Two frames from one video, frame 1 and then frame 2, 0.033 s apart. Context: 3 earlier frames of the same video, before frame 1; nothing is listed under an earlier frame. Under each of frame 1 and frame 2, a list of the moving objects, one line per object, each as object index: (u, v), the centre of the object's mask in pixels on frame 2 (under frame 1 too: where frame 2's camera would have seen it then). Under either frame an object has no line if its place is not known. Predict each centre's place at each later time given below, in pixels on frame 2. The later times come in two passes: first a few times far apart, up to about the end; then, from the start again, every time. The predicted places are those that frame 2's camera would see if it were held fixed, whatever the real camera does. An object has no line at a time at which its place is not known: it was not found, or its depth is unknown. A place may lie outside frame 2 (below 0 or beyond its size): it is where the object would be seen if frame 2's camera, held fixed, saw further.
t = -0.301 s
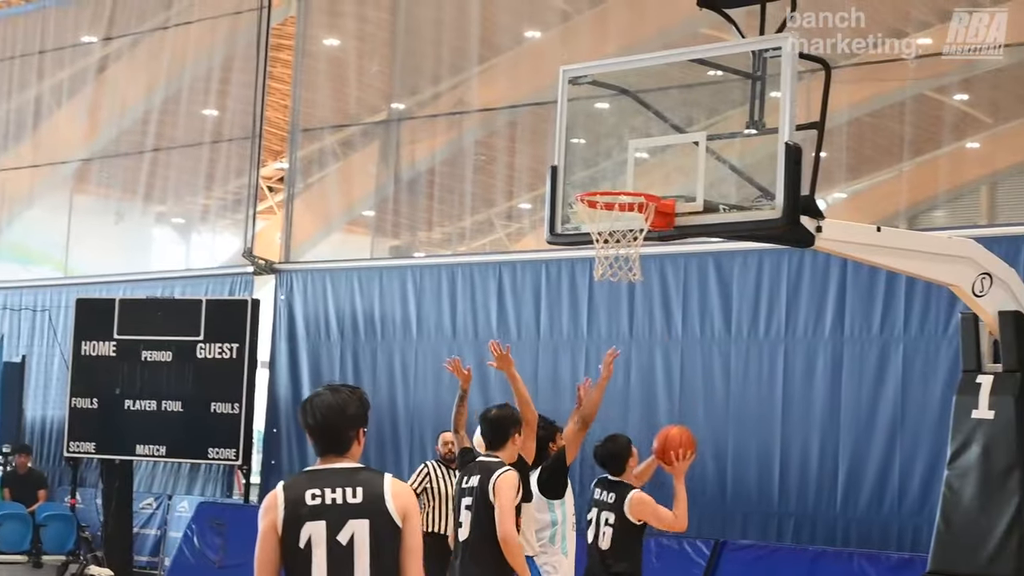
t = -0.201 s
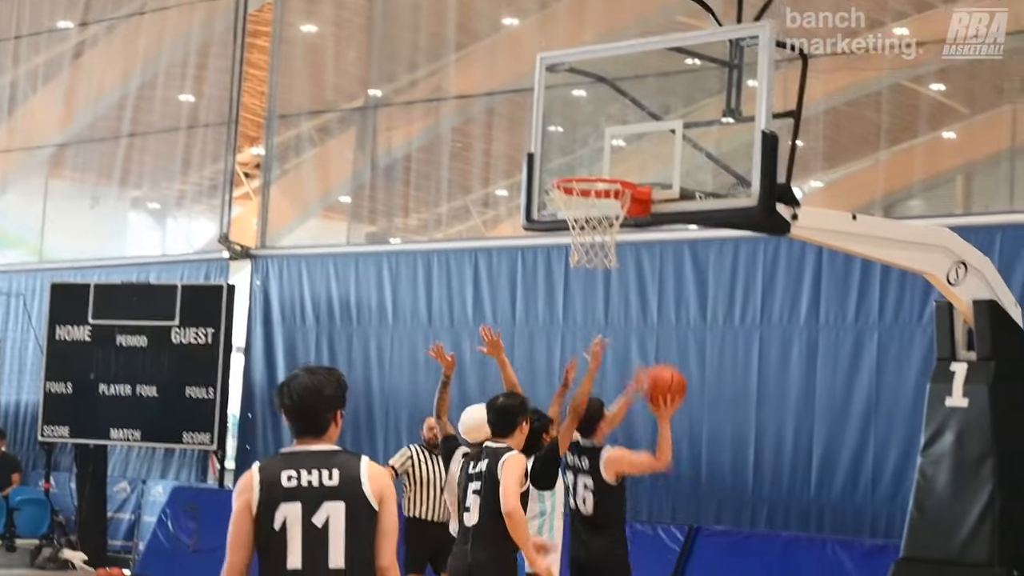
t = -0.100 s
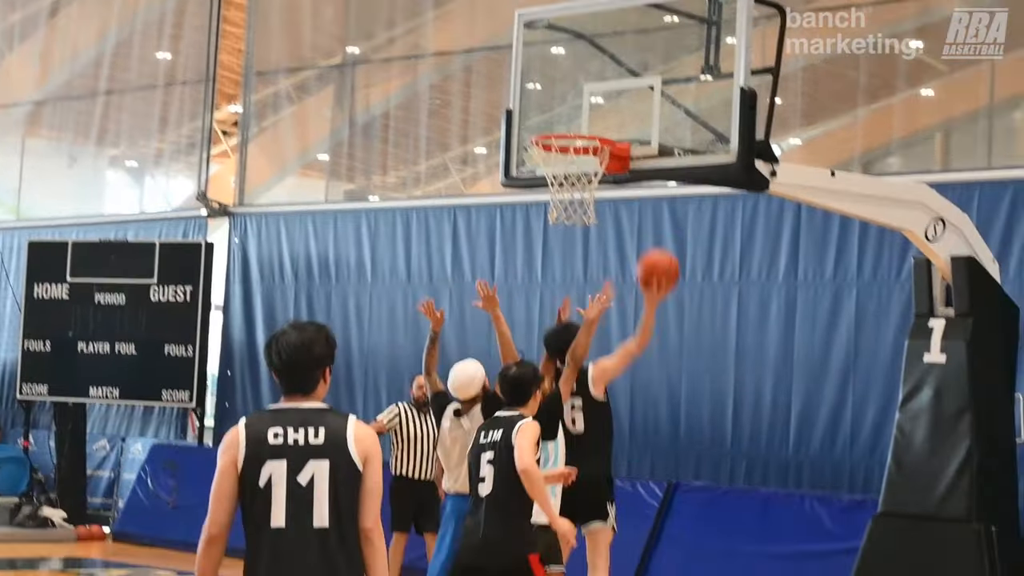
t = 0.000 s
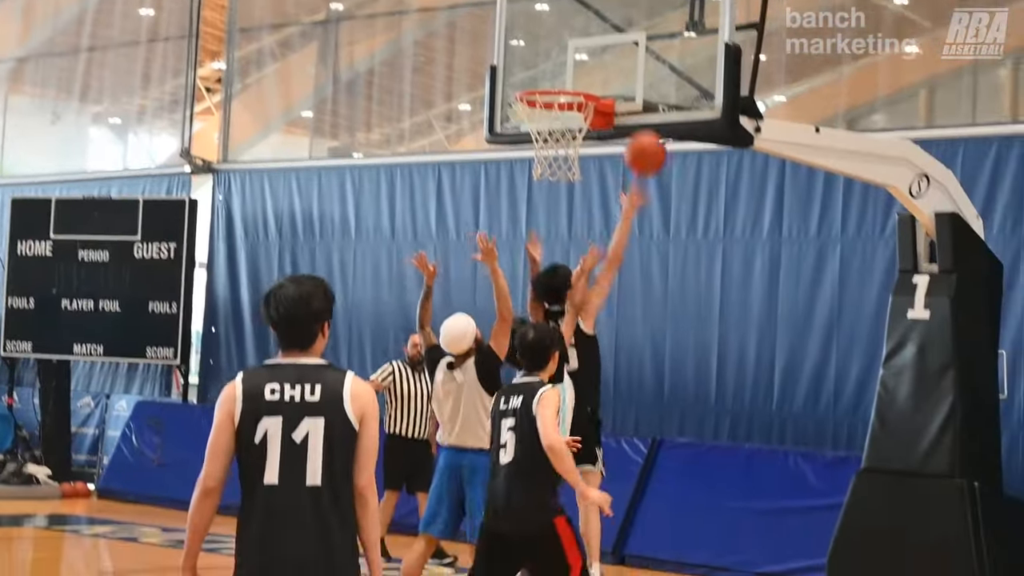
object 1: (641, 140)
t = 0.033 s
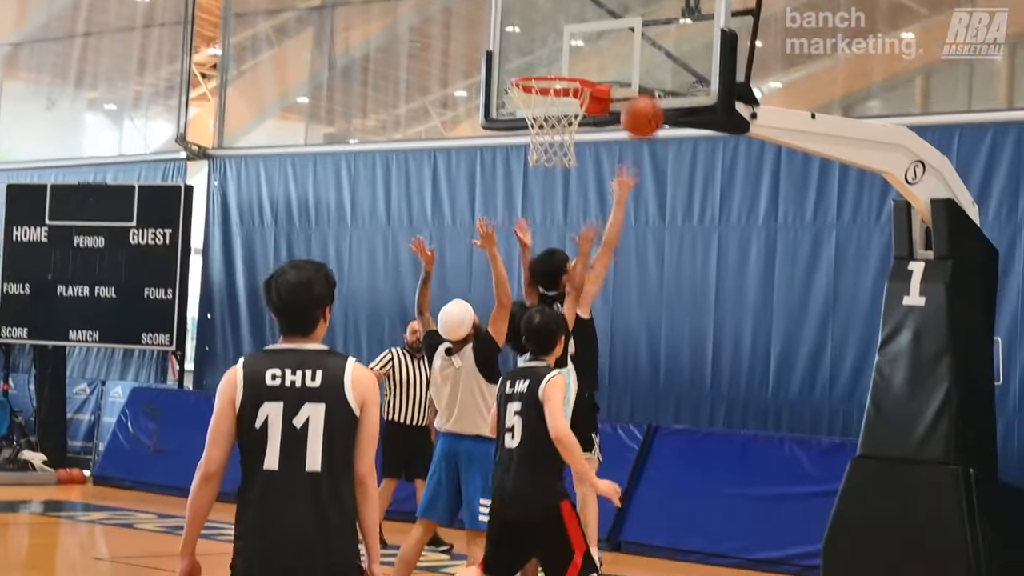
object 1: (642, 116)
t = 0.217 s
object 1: (612, 54)
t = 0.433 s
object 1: (551, 63)
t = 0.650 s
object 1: (532, 128)
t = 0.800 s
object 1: (535, 173)
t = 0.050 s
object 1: (642, 107)
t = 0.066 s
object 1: (643, 98)
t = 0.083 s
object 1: (642, 88)
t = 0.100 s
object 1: (643, 79)
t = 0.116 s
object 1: (640, 75)
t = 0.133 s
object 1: (635, 70)
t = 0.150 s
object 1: (630, 66)
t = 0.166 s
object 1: (626, 62)
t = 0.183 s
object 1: (621, 59)
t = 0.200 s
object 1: (617, 56)
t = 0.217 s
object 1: (612, 54)
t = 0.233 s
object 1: (607, 53)
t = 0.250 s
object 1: (602, 51)
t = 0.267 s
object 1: (597, 51)
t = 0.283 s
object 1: (592, 51)
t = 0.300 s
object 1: (587, 52)
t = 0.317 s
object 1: (582, 53)
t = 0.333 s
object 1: (577, 55)
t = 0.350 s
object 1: (571, 57)
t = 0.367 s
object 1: (566, 59)
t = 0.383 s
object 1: (561, 60)
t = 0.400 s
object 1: (557, 61)
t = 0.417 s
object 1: (553, 63)
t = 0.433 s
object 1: (551, 63)
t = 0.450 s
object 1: (550, 64)
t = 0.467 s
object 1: (549, 66)
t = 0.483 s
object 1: (547, 67)
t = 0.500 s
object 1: (545, 68)
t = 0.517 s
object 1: (543, 86)
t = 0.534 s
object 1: (541, 91)
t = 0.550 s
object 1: (539, 96)
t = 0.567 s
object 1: (537, 100)
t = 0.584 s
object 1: (536, 106)
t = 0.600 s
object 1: (534, 110)
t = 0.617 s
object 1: (533, 117)
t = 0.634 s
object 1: (532, 123)
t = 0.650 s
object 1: (532, 128)
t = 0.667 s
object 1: (532, 132)
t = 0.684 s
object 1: (532, 135)
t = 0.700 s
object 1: (532, 139)
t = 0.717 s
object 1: (533, 141)
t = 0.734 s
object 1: (533, 147)
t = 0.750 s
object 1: (534, 155)
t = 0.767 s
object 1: (534, 161)
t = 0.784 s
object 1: (535, 166)
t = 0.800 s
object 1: (535, 173)
